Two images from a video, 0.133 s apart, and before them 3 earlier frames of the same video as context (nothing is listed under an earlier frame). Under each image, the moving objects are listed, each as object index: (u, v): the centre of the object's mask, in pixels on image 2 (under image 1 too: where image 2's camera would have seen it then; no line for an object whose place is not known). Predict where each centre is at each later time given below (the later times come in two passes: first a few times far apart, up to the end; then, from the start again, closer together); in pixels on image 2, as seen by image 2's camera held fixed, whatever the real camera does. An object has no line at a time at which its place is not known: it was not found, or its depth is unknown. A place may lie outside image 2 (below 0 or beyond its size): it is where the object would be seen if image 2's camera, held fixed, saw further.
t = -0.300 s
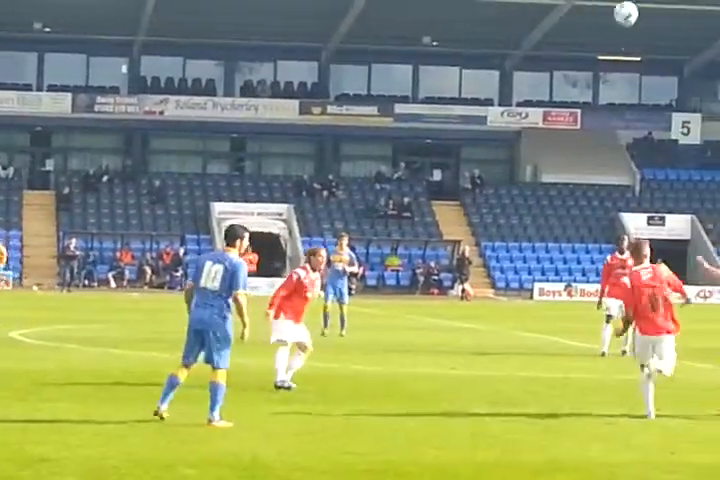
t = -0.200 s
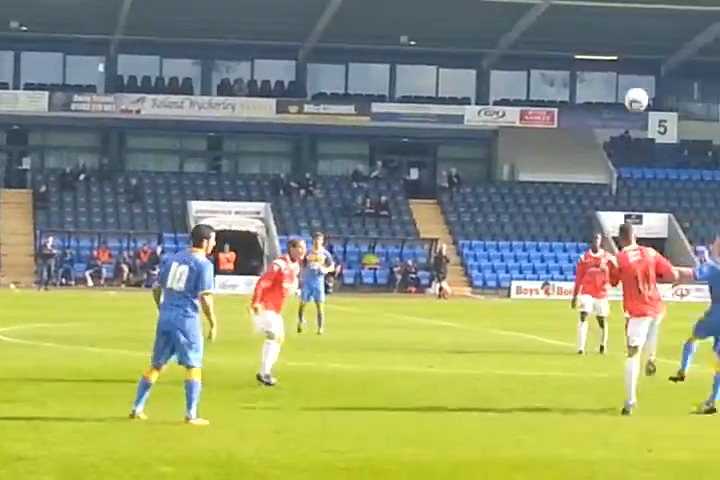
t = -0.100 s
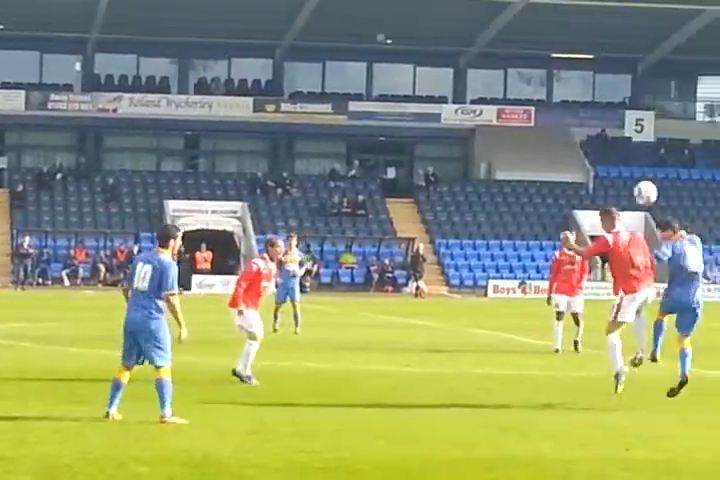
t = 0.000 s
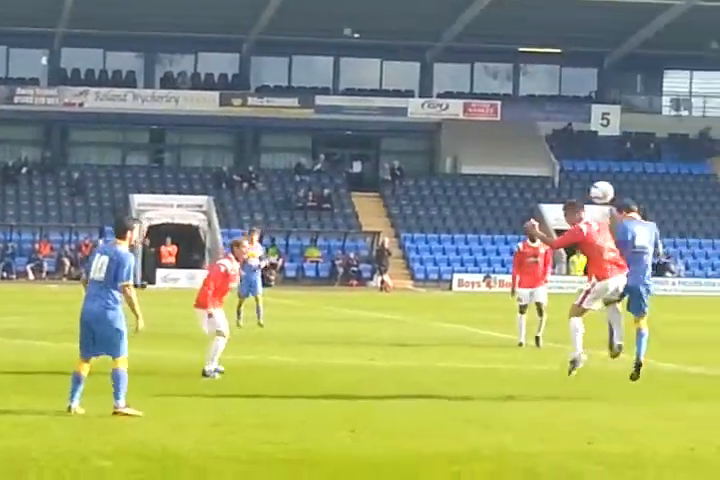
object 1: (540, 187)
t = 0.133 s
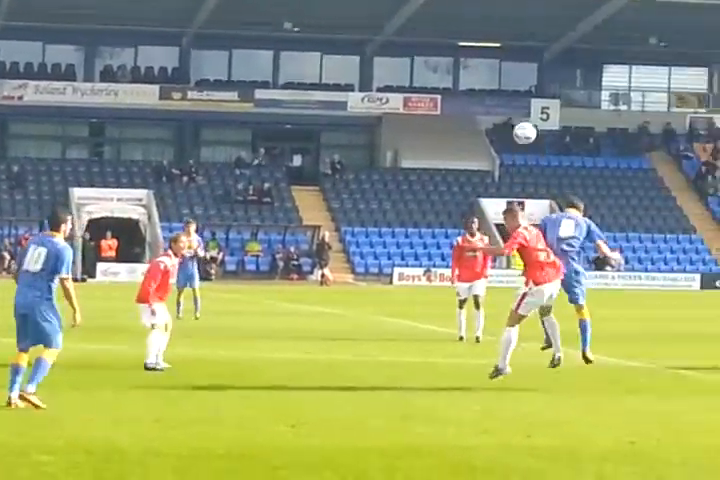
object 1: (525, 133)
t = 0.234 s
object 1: (511, 104)
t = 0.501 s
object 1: (474, 77)
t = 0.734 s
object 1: (442, 109)
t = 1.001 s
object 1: (405, 207)
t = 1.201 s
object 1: (378, 322)
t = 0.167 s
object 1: (520, 122)
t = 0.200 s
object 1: (516, 113)
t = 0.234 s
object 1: (511, 104)
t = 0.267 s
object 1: (507, 98)
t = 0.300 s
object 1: (502, 91)
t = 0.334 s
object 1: (497, 86)
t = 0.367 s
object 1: (492, 83)
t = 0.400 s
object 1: (488, 80)
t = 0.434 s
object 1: (483, 78)
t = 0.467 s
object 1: (479, 77)
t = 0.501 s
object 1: (474, 77)
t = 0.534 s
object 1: (468, 79)
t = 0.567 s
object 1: (464, 81)
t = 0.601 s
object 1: (459, 85)
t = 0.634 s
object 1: (455, 90)
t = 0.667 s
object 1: (450, 95)
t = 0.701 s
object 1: (448, 100)
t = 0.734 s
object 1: (442, 109)
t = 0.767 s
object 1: (437, 118)
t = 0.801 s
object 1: (433, 127)
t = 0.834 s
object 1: (429, 138)
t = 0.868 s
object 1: (424, 149)
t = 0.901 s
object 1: (420, 162)
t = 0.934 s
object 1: (415, 177)
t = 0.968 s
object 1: (410, 192)
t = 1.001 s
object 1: (405, 207)
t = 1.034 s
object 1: (401, 224)
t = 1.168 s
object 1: (383, 300)
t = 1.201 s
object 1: (378, 322)
